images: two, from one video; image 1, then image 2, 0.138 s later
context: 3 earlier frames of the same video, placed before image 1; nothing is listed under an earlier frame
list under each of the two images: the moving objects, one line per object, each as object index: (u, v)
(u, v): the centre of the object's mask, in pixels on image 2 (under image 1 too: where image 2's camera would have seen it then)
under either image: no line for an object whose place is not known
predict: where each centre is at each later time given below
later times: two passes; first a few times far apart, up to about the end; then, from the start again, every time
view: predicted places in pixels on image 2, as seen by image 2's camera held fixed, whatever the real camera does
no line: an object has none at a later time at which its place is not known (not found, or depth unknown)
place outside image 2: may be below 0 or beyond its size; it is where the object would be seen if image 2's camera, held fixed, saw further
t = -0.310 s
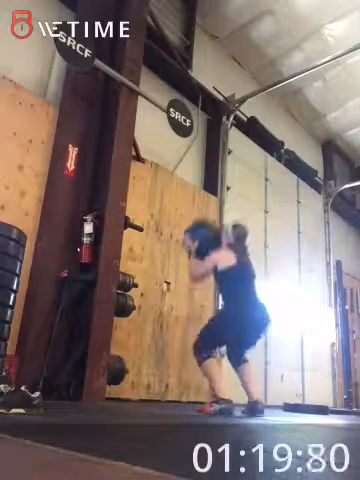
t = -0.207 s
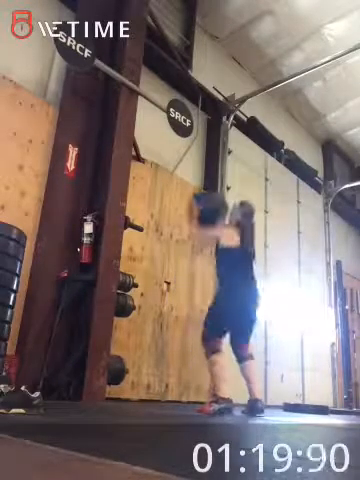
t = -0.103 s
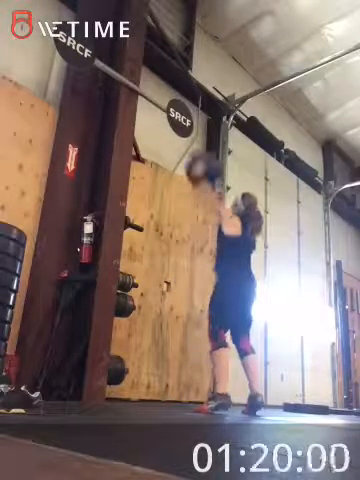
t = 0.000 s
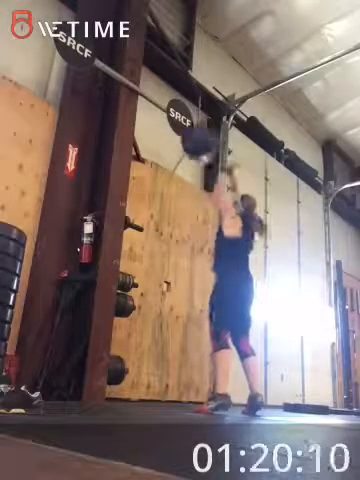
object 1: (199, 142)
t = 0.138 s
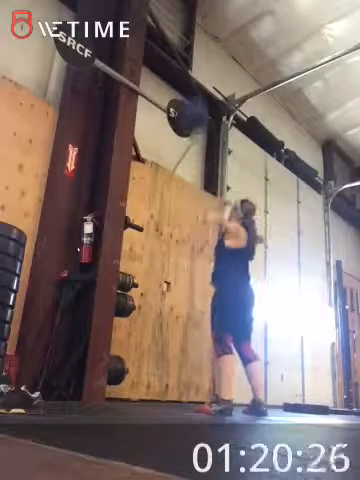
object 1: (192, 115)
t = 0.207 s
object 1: (191, 113)
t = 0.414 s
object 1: (202, 120)
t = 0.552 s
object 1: (205, 145)
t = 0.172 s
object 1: (191, 113)
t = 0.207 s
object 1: (191, 113)
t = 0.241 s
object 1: (191, 113)
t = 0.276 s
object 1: (195, 113)
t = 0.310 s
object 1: (196, 113)
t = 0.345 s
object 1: (198, 114)
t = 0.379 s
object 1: (200, 118)
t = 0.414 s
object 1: (202, 120)
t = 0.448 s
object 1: (203, 122)
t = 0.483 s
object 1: (203, 130)
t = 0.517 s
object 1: (204, 137)
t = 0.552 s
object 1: (205, 145)
